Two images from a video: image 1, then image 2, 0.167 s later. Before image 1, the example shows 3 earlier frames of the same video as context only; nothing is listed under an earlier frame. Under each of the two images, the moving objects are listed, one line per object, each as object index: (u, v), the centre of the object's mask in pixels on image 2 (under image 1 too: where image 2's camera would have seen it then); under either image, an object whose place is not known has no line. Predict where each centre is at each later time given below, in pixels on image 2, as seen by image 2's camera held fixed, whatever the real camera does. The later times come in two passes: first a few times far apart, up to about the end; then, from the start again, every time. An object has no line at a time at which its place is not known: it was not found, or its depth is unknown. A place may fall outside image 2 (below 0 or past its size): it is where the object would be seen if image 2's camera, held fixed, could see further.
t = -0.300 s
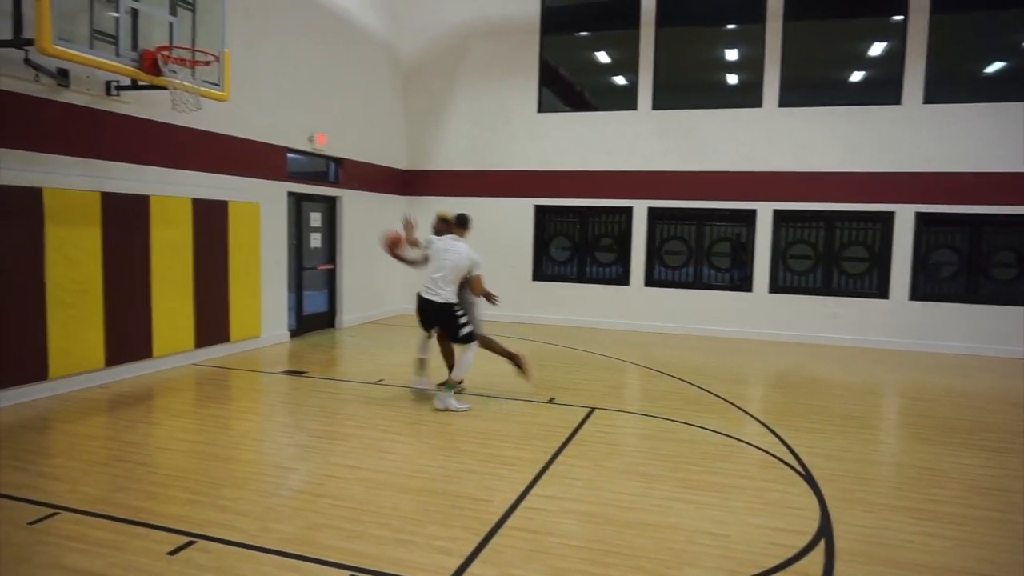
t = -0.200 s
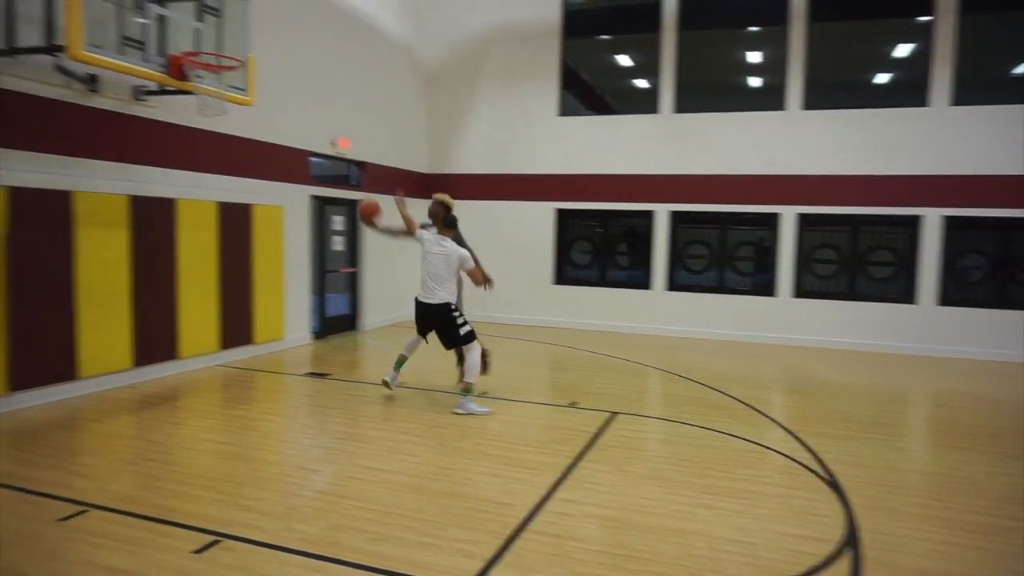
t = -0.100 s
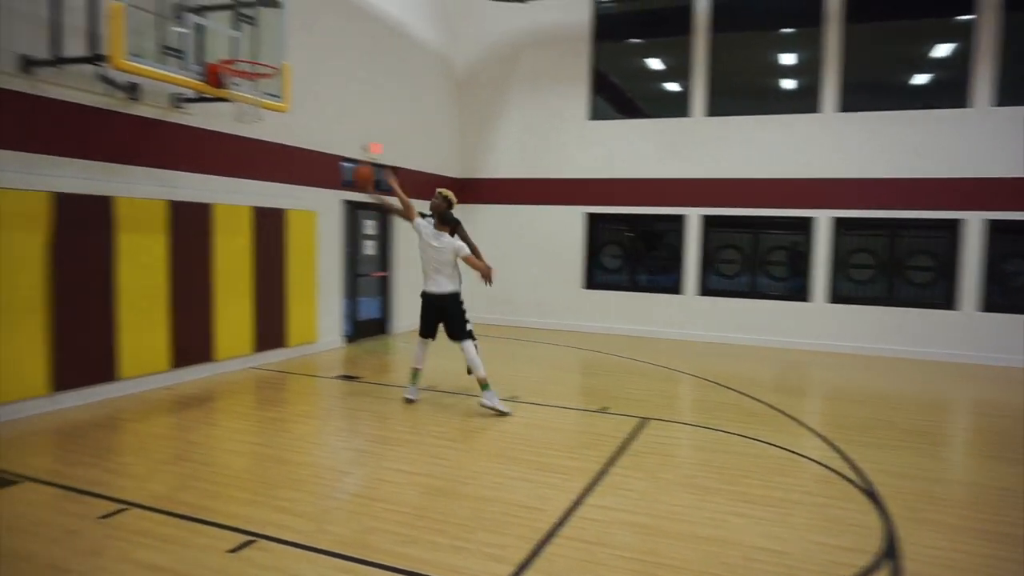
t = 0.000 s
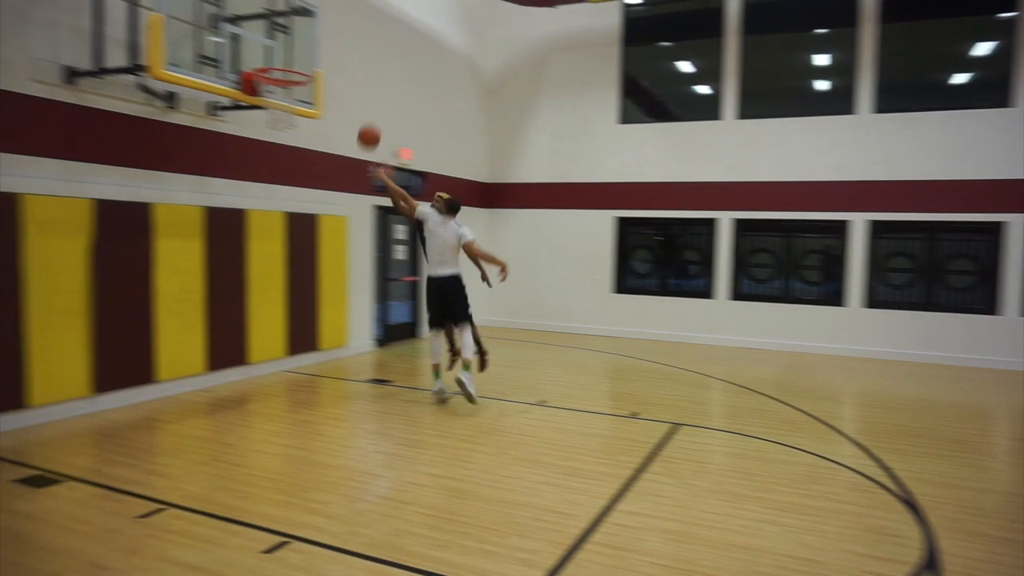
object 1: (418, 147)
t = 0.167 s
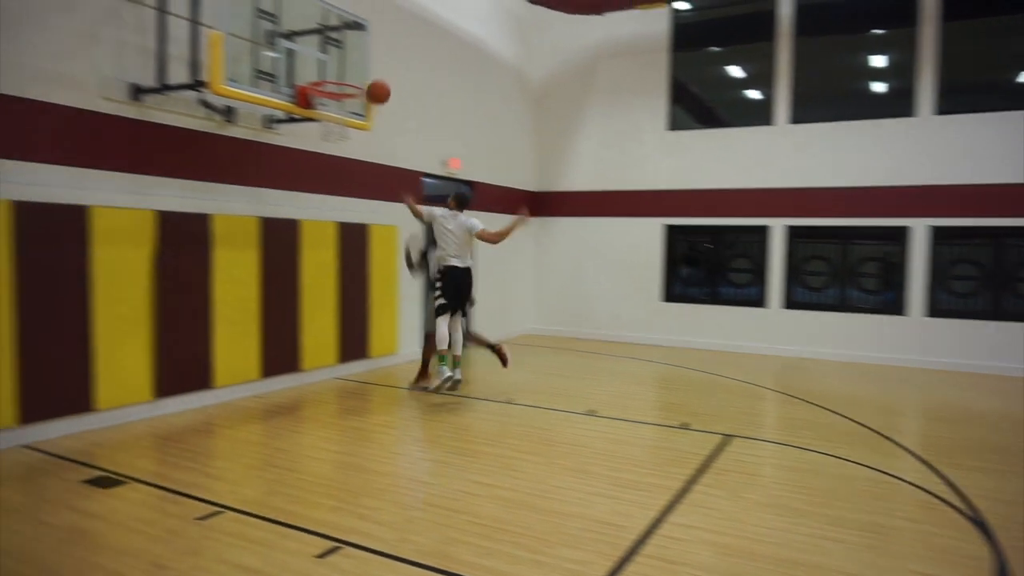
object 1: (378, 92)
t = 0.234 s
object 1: (367, 77)
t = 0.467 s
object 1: (369, 57)
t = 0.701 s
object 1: (370, 71)
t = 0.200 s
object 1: (370, 84)
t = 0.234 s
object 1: (367, 77)
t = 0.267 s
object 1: (367, 71)
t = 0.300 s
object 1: (367, 65)
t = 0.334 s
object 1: (367, 61)
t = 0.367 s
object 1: (368, 59)
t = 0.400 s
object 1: (368, 57)
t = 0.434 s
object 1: (369, 56)
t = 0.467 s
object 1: (369, 57)
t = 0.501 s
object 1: (369, 58)
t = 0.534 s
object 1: (369, 61)
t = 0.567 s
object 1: (369, 65)
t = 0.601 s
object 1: (369, 71)
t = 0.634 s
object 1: (370, 77)
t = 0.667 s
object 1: (370, 74)
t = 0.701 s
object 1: (370, 71)
